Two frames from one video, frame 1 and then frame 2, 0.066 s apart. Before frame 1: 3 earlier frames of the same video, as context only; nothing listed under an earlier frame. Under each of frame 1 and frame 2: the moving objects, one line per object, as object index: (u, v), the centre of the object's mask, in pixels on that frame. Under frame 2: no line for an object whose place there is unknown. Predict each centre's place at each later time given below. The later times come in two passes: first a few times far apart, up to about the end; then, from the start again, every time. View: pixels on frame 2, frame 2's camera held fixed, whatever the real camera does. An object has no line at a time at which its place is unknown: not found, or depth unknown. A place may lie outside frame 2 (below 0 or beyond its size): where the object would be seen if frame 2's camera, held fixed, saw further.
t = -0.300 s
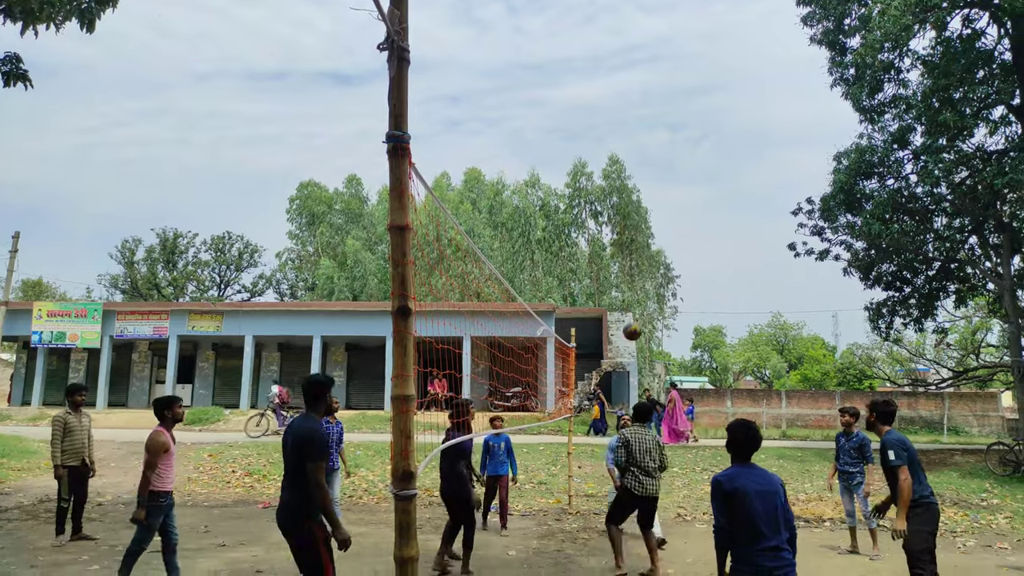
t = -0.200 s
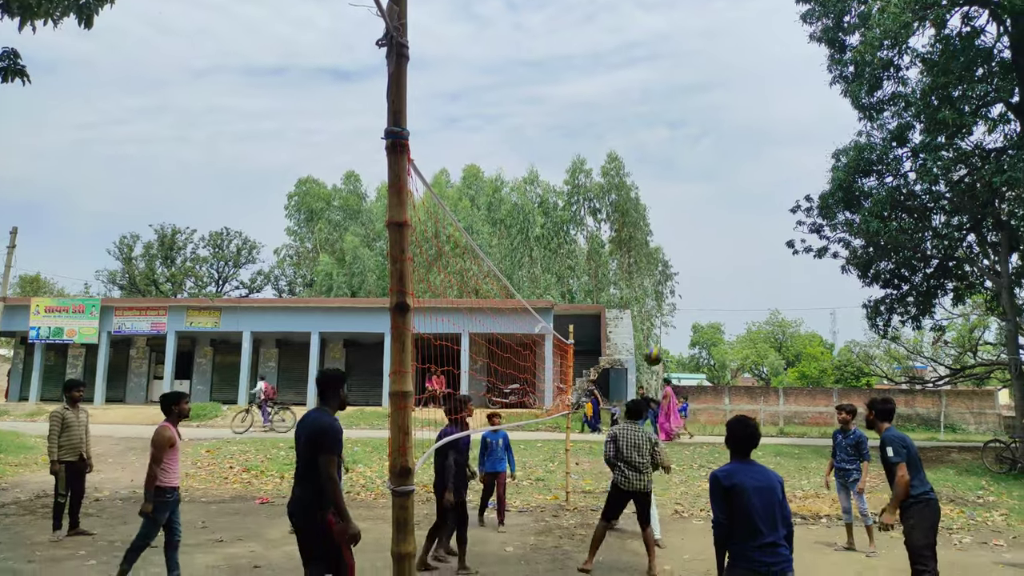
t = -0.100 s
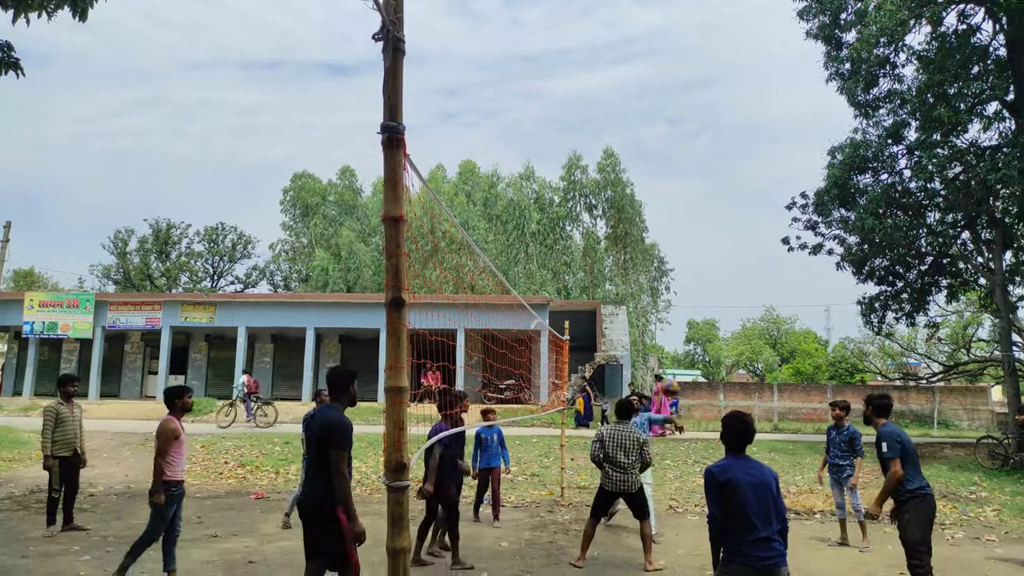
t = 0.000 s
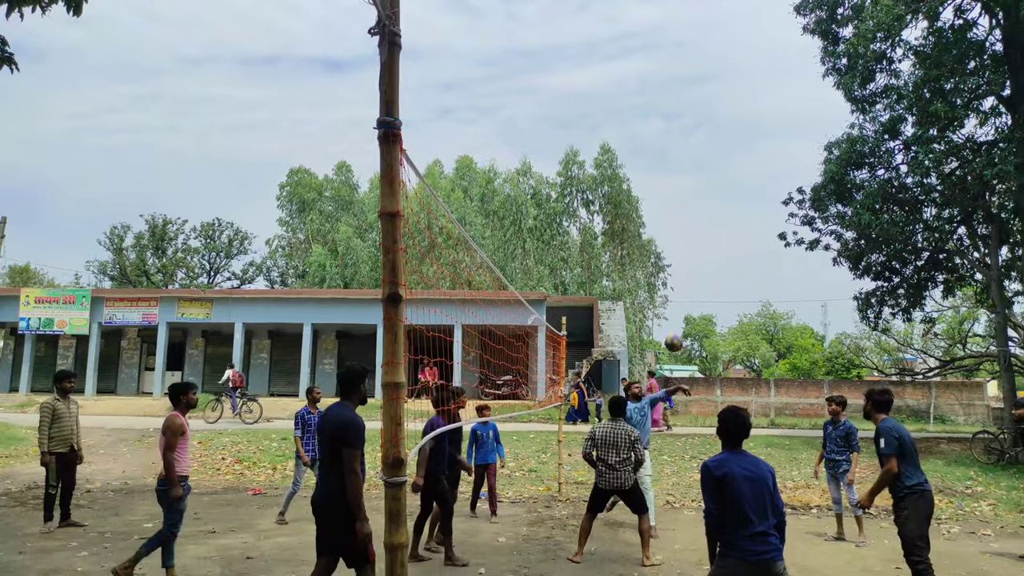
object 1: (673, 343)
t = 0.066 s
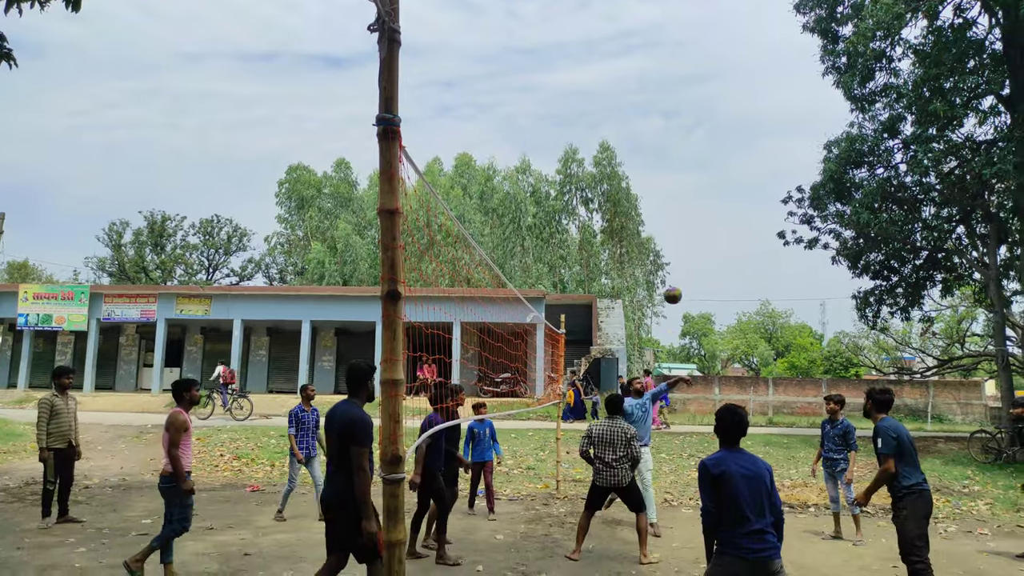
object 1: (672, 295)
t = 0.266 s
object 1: (673, 185)
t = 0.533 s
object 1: (673, 93)
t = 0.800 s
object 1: (674, 57)
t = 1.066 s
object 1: (674, 72)
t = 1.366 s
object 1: (674, 149)
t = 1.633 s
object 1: (673, 268)
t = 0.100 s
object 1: (673, 274)
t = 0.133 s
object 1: (673, 254)
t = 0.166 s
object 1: (673, 235)
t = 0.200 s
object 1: (673, 217)
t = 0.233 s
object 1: (673, 201)
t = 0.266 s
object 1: (673, 185)
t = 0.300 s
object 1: (673, 170)
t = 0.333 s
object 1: (672, 157)
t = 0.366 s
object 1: (672, 144)
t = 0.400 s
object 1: (673, 132)
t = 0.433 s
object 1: (673, 121)
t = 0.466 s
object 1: (673, 111)
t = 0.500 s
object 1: (673, 102)
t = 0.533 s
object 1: (673, 93)
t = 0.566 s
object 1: (673, 85)
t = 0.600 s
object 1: (673, 79)
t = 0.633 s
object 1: (673, 73)
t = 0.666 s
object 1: (673, 68)
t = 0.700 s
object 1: (674, 64)
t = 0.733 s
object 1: (674, 61)
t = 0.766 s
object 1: (674, 58)
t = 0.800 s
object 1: (674, 57)
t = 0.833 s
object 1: (674, 57)
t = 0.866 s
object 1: (674, 57)
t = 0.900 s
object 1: (674, 57)
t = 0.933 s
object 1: (674, 59)
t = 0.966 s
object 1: (674, 61)
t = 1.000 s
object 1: (674, 64)
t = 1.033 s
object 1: (674, 68)
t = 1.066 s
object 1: (674, 72)
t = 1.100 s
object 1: (673, 78)
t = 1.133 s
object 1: (673, 84)
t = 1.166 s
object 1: (675, 91)
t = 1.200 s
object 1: (675, 99)
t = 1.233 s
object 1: (675, 108)
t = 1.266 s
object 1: (674, 117)
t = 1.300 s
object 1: (674, 127)
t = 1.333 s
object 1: (674, 138)
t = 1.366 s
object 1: (674, 149)
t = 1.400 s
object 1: (675, 161)
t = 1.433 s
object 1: (674, 174)
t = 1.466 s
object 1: (674, 188)
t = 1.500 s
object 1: (674, 202)
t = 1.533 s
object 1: (674, 218)
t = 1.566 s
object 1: (674, 234)
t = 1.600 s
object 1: (673, 251)
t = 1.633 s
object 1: (673, 268)
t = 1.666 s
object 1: (673, 286)
